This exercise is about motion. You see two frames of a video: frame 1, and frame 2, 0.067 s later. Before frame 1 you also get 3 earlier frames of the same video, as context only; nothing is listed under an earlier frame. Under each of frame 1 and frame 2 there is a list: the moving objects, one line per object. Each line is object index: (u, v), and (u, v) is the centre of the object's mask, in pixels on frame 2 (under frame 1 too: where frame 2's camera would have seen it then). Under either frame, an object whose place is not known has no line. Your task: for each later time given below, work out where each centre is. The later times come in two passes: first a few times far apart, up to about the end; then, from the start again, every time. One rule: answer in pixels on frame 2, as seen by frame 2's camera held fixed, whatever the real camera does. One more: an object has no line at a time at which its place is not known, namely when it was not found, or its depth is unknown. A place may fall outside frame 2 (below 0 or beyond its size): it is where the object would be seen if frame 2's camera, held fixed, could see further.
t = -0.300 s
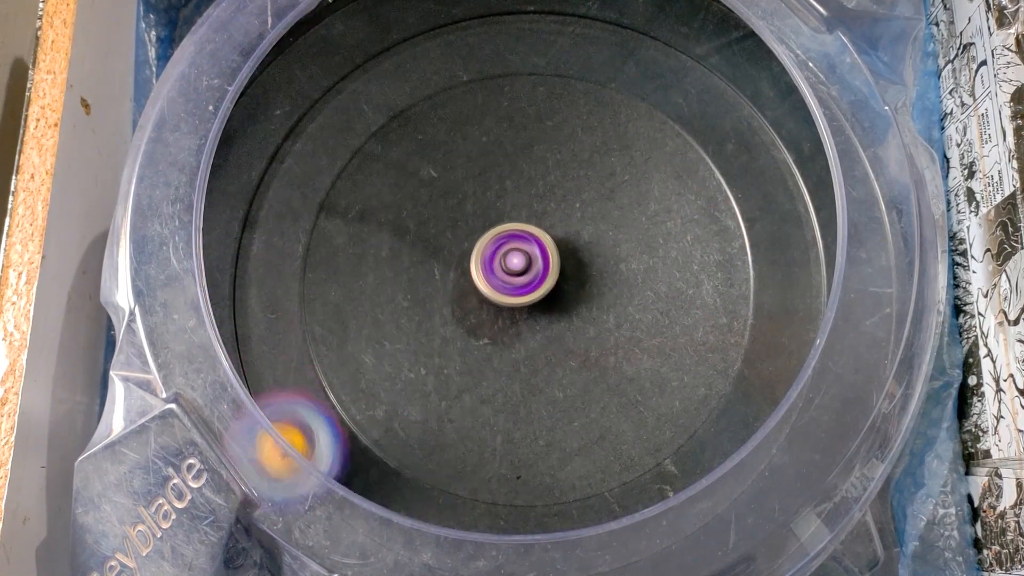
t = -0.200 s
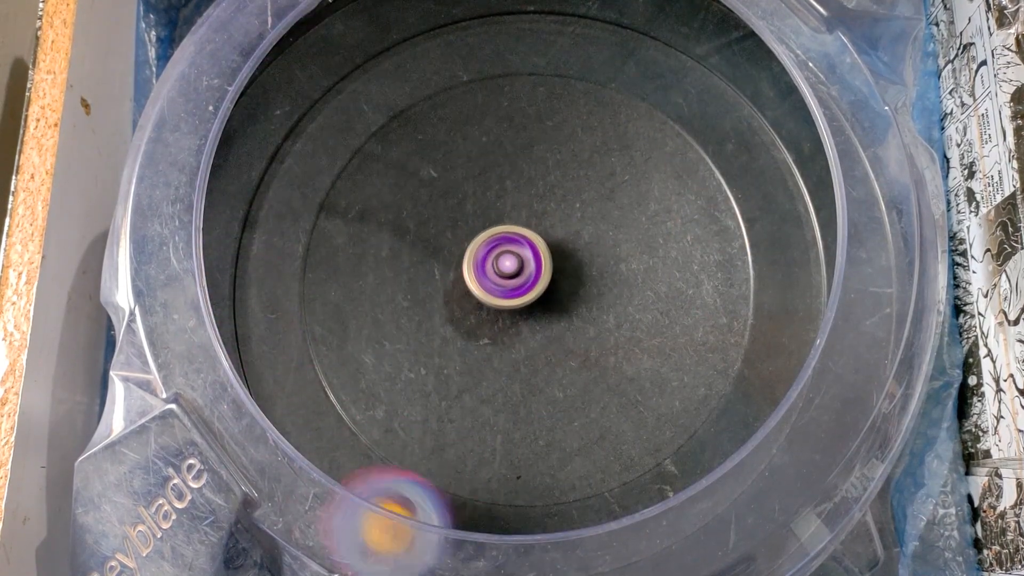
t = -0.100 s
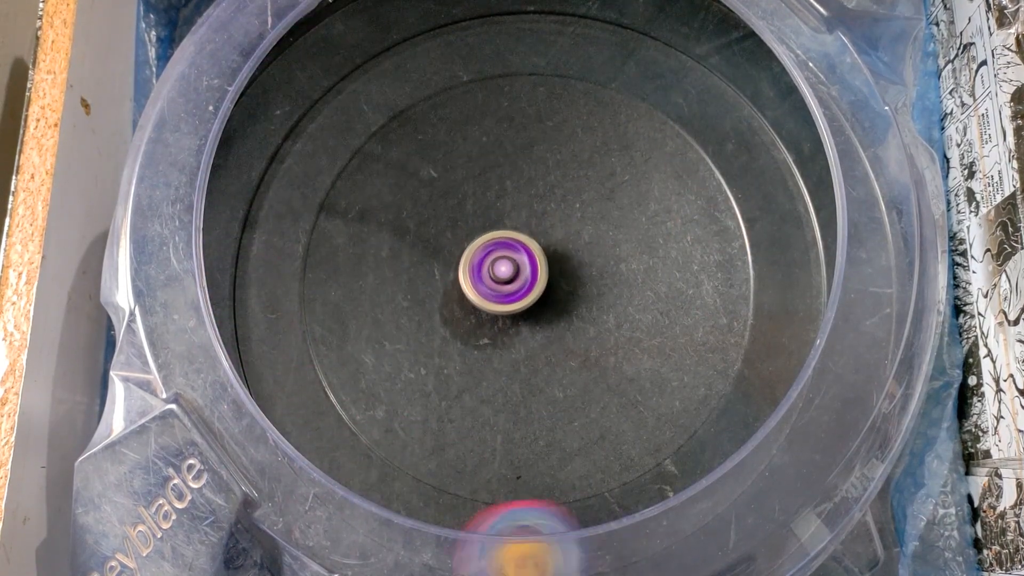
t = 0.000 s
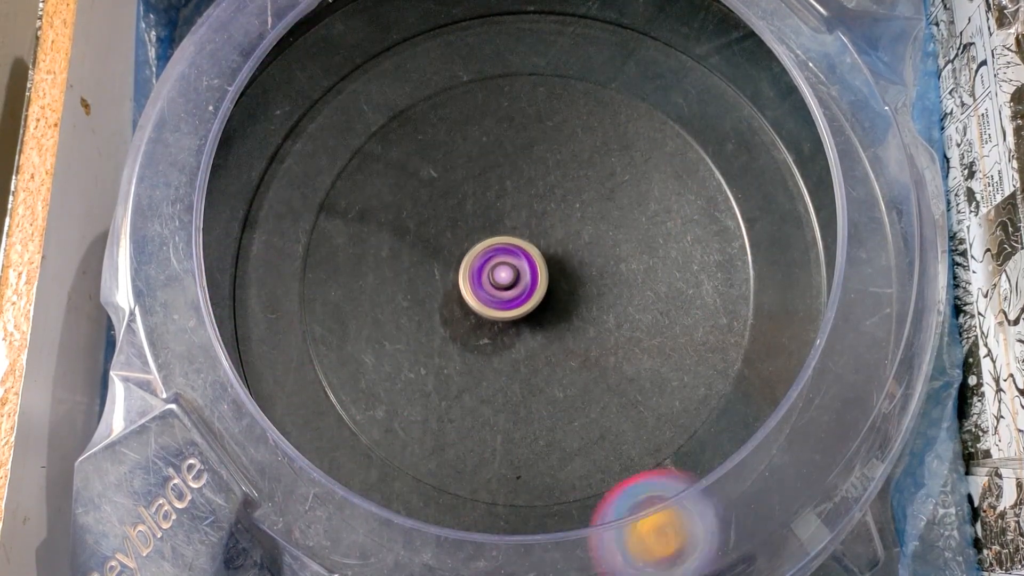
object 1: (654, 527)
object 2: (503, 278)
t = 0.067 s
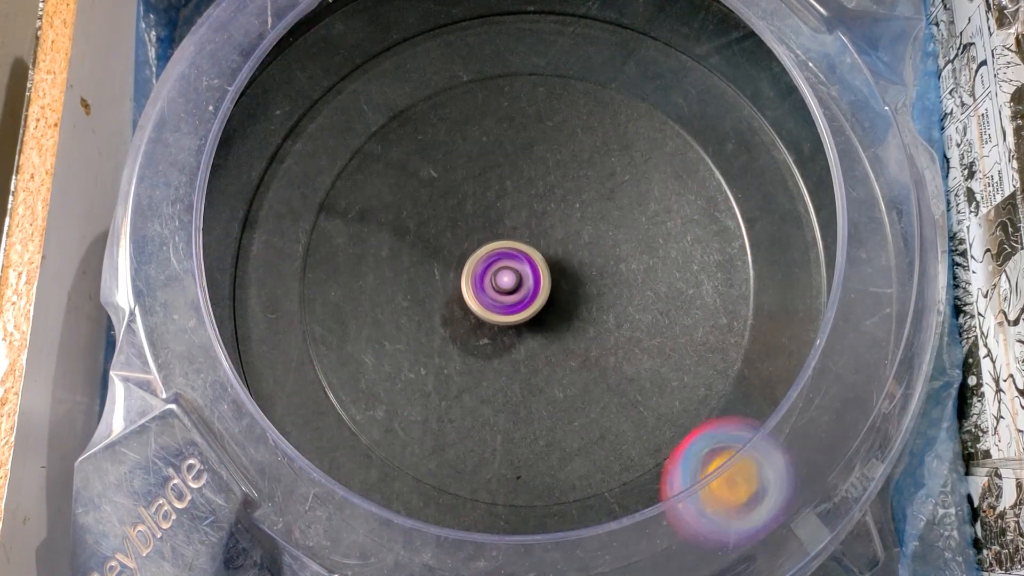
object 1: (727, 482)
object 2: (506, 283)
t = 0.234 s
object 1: (813, 303)
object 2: (519, 284)
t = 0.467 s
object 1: (724, 99)
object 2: (525, 265)
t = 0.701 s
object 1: (520, 28)
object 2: (508, 269)
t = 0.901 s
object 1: (342, 68)
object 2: (517, 283)
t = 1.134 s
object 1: (244, 258)
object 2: (531, 272)
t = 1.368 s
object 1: (315, 476)
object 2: (516, 265)
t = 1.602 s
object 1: (537, 537)
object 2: (520, 286)
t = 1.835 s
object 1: (708, 415)
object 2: (535, 278)
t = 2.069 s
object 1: (667, 169)
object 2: (522, 267)
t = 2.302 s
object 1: (398, 103)
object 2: (513, 288)
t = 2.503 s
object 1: (274, 258)
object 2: (532, 292)
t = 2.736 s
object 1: (294, 396)
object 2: (530, 274)
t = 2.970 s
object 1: (441, 461)
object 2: (509, 278)
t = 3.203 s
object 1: (680, 300)
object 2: (517, 296)
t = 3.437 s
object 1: (564, 62)
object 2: (528, 282)
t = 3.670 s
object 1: (364, 47)
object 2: (515, 268)
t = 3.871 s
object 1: (280, 151)
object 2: (502, 280)
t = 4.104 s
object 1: (287, 285)
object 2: (516, 290)
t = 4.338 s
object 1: (486, 419)
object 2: (524, 271)
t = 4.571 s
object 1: (704, 216)
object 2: (503, 272)
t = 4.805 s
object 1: (526, 63)
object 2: (512, 285)
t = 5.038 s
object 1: (338, 210)
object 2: (528, 271)
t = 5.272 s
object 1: (440, 441)
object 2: (510, 265)
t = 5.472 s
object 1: (669, 418)
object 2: (513, 282)
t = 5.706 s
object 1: (694, 176)
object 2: (534, 276)
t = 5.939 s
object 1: (457, 117)
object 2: (525, 263)
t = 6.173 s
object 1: (333, 313)
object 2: (512, 283)
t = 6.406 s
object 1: (508, 460)
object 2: (532, 288)
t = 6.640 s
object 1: (673, 290)
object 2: (532, 274)
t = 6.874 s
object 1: (514, 130)
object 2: (514, 275)
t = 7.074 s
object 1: (366, 221)
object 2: (516, 293)
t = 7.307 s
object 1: (473, 382)
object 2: (529, 283)
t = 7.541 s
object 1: (622, 252)
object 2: (515, 272)
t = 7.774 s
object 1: (474, 188)
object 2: (507, 287)
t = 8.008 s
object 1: (436, 304)
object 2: (562, 295)
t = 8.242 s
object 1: (521, 336)
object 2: (577, 238)
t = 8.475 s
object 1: (529, 335)
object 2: (517, 231)
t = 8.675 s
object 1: (539, 356)
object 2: (482, 264)
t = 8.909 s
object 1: (590, 360)
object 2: (483, 278)
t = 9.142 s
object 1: (613, 313)
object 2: (515, 268)
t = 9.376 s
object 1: (579, 273)
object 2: (482, 294)
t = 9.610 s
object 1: (573, 255)
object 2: (485, 341)
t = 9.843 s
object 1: (523, 259)
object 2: (541, 375)
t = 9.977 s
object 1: (495, 263)
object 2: (572, 368)
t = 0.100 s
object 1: (756, 450)
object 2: (508, 284)
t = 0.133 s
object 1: (779, 414)
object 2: (511, 285)
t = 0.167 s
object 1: (797, 378)
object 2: (513, 285)
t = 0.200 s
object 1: (807, 342)
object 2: (516, 285)
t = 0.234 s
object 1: (813, 303)
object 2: (519, 284)
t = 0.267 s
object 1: (810, 265)
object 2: (522, 282)
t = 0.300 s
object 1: (798, 230)
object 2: (524, 280)
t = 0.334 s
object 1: (791, 199)
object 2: (525, 277)
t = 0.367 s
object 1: (781, 170)
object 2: (526, 275)
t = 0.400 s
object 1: (766, 144)
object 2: (526, 272)
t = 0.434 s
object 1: (747, 121)
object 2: (526, 268)
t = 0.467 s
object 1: (724, 99)
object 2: (525, 265)
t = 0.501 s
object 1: (699, 80)
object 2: (522, 263)
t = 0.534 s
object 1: (672, 62)
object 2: (520, 262)
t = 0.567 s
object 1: (645, 48)
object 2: (517, 263)
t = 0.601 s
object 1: (614, 40)
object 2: (514, 263)
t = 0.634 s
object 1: (585, 34)
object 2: (511, 265)
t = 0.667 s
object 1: (552, 30)
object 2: (509, 267)
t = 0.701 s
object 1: (520, 28)
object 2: (508, 269)
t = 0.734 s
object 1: (489, 27)
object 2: (508, 272)
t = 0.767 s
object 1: (455, 28)
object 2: (509, 275)
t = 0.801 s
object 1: (424, 30)
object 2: (510, 277)
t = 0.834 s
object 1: (394, 36)
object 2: (512, 279)
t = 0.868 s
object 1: (367, 49)
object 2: (514, 281)
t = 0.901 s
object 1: (342, 68)
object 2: (517, 283)
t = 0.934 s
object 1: (318, 88)
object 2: (520, 283)
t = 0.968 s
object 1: (295, 111)
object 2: (522, 283)
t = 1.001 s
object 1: (276, 137)
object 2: (525, 282)
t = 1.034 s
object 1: (262, 166)
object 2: (527, 279)
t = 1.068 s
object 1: (253, 196)
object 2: (529, 277)
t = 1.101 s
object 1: (246, 228)
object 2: (530, 275)
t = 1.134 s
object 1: (244, 258)
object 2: (531, 272)
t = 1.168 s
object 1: (246, 291)
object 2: (530, 269)
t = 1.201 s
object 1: (251, 322)
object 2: (530, 267)
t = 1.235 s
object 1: (262, 353)
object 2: (528, 265)
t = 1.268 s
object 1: (260, 392)
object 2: (525, 263)
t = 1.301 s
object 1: (275, 423)
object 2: (523, 262)
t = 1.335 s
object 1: (292, 448)
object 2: (520, 263)
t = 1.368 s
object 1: (315, 476)
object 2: (516, 265)
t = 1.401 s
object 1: (341, 500)
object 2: (513, 268)
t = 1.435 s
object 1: (370, 519)
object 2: (512, 272)
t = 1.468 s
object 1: (404, 529)
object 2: (512, 275)
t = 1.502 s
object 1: (439, 535)
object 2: (513, 278)
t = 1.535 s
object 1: (474, 539)
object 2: (515, 281)
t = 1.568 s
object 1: (507, 539)
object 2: (517, 284)
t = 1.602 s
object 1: (537, 537)
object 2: (520, 286)
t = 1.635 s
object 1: (567, 533)
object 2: (524, 287)
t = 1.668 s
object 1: (597, 526)
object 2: (527, 286)
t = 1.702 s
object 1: (624, 514)
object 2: (529, 285)
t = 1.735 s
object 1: (650, 493)
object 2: (531, 284)
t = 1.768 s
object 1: (672, 472)
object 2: (533, 282)
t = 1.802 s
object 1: (694, 445)
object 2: (534, 280)
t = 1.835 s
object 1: (708, 415)
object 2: (535, 278)
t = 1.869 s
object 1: (725, 389)
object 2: (536, 276)
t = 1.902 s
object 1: (735, 358)
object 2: (535, 273)
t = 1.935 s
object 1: (734, 319)
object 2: (534, 271)
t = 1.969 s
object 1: (726, 279)
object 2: (533, 270)
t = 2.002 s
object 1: (714, 241)
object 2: (530, 268)
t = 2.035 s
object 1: (693, 204)
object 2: (526, 267)
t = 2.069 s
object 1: (667, 169)
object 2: (522, 267)
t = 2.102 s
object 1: (633, 140)
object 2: (518, 268)
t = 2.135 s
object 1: (594, 115)
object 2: (514, 271)
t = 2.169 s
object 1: (555, 99)
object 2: (512, 274)
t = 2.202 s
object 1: (514, 90)
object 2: (512, 278)
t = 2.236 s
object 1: (473, 86)
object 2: (511, 281)
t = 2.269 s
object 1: (434, 91)
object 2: (512, 285)
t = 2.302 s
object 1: (398, 103)
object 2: (513, 288)
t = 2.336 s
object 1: (365, 122)
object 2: (515, 291)
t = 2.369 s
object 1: (338, 148)
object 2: (518, 293)
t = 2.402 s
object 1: (315, 179)
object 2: (522, 294)
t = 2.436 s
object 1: (297, 208)
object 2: (525, 294)
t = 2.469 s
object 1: (283, 234)
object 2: (529, 293)
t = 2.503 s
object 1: (274, 258)
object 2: (532, 292)
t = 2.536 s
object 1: (268, 280)
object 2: (534, 289)
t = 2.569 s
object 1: (265, 301)
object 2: (535, 286)
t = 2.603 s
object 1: (267, 321)
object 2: (535, 284)
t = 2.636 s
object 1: (271, 341)
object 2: (534, 281)
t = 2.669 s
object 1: (274, 362)
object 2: (534, 279)
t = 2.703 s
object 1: (282, 380)
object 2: (532, 276)
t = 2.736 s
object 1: (294, 396)
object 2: (530, 274)
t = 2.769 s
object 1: (308, 411)
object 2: (527, 272)
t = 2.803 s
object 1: (323, 425)
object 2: (523, 271)
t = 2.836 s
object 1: (340, 436)
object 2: (520, 270)
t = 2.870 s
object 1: (360, 446)
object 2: (517, 271)
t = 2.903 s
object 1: (383, 453)
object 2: (514, 272)
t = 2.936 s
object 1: (409, 459)
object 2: (511, 275)
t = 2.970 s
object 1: (441, 461)
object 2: (509, 278)
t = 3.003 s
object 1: (479, 456)
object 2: (508, 282)
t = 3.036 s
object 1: (518, 447)
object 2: (507, 285)
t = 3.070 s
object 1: (558, 432)
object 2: (508, 288)
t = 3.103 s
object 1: (598, 409)
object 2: (510, 291)
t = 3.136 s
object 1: (633, 380)
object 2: (512, 294)
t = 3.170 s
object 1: (661, 343)
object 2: (514, 295)
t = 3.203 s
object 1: (680, 300)
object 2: (517, 296)
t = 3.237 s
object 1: (690, 258)
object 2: (520, 296)
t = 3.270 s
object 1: (688, 214)
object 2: (523, 295)
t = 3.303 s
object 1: (676, 173)
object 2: (525, 294)
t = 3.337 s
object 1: (656, 135)
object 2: (527, 291)
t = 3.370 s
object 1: (630, 104)
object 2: (529, 288)
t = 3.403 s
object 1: (599, 79)
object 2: (529, 285)
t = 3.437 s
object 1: (564, 62)
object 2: (528, 282)
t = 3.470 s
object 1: (527, 53)
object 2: (527, 278)
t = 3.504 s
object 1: (490, 48)
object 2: (526, 275)
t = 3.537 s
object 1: (461, 44)
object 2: (523, 272)
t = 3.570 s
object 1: (434, 41)
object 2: (521, 270)
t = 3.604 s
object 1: (410, 40)
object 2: (518, 269)
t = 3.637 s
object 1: (385, 41)
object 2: (518, 267)
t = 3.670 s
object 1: (364, 47)
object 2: (515, 268)
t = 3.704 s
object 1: (346, 63)
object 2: (512, 269)
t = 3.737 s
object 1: (329, 84)
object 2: (509, 271)
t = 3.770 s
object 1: (313, 101)
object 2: (506, 273)
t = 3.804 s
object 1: (300, 117)
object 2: (505, 275)
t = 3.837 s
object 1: (289, 133)
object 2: (503, 277)
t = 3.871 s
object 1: (280, 151)
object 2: (502, 280)
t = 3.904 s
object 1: (273, 168)
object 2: (502, 282)
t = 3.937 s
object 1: (269, 186)
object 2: (502, 285)
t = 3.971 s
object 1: (268, 206)
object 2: (504, 287)
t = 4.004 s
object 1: (268, 226)
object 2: (506, 289)
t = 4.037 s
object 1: (272, 245)
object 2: (509, 290)
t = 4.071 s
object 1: (278, 265)
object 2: (513, 291)
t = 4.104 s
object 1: (287, 285)
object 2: (516, 290)
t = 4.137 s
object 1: (299, 305)
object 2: (518, 289)
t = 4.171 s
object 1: (317, 326)
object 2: (520, 286)
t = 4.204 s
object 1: (341, 350)
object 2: (523, 284)
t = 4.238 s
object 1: (369, 371)
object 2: (524, 281)
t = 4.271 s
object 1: (402, 391)
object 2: (524, 278)
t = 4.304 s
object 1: (443, 410)
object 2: (524, 275)
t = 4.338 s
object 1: (486, 419)
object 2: (524, 271)
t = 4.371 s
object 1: (530, 420)
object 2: (522, 268)
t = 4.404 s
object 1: (575, 410)
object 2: (520, 266)
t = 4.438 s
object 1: (617, 392)
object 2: (516, 265)
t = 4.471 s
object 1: (651, 366)
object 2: (512, 265)
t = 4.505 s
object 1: (678, 334)
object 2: (509, 265)
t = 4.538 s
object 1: (696, 296)
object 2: (506, 267)
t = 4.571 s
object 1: (704, 216)
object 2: (503, 272)
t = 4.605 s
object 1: (695, 178)
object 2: (502, 274)
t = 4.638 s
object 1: (679, 144)
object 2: (502, 276)
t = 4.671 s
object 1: (656, 116)
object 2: (503, 279)
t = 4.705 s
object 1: (628, 93)
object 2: (505, 281)
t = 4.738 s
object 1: (596, 76)
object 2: (507, 282)
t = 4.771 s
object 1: (562, 66)
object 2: (509, 284)
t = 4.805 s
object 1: (526, 63)
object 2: (512, 285)
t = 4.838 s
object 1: (491, 67)
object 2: (515, 285)
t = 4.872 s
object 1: (457, 76)
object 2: (519, 284)
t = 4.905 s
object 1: (425, 93)
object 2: (522, 283)
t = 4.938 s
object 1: (396, 116)
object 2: (524, 281)
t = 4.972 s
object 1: (371, 143)
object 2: (526, 278)
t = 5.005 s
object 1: (352, 175)
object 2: (527, 275)
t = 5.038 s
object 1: (338, 210)
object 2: (528, 271)
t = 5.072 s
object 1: (330, 247)
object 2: (527, 267)
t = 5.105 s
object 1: (330, 285)
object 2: (525, 264)
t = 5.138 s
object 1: (338, 322)
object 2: (523, 262)
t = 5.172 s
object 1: (354, 358)
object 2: (520, 262)
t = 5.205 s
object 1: (377, 391)
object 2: (516, 262)
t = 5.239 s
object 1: (405, 418)
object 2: (513, 263)
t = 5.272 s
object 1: (440, 441)
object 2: (510, 265)
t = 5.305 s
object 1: (480, 456)
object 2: (509, 268)
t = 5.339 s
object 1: (521, 464)
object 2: (508, 271)
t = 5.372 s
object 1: (560, 463)
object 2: (508, 274)
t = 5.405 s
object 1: (600, 456)
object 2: (509, 277)
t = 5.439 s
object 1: (637, 440)
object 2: (511, 280)
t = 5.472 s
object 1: (669, 418)
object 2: (513, 282)
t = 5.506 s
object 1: (697, 387)
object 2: (516, 284)
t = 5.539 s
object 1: (715, 352)
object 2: (520, 285)
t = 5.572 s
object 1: (726, 316)
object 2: (524, 285)
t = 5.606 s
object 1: (730, 279)
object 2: (527, 284)
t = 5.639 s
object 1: (726, 243)
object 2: (530, 281)
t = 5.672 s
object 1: (713, 207)
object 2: (532, 279)
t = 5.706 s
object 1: (694, 176)
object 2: (534, 276)
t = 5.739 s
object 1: (668, 150)
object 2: (535, 274)
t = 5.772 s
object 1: (638, 128)
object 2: (535, 272)
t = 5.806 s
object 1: (605, 113)
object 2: (534, 269)
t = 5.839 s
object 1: (567, 103)
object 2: (532, 267)
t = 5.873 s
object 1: (530, 102)
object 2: (531, 265)
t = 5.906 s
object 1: (493, 106)
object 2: (528, 264)
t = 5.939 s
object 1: (457, 117)
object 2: (525, 263)
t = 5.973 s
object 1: (424, 134)
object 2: (522, 263)
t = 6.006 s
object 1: (395, 155)
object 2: (518, 264)
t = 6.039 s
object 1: (371, 183)
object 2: (514, 267)
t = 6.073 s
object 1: (352, 213)
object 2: (512, 271)
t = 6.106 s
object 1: (339, 246)
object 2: (511, 275)
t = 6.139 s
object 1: (332, 279)
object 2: (512, 279)
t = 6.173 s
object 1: (333, 313)
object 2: (512, 283)
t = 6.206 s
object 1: (340, 347)
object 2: (514, 286)
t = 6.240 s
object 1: (356, 378)
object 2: (517, 288)
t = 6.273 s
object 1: (376, 406)
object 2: (520, 290)
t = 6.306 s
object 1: (404, 429)
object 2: (523, 291)
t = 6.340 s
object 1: (436, 446)
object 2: (526, 291)
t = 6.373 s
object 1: (471, 456)
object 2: (529, 290)
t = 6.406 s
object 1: (508, 460)
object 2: (532, 288)
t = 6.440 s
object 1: (544, 455)
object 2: (533, 287)
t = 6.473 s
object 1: (580, 443)
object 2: (535, 284)
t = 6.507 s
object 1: (613, 423)
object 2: (535, 282)
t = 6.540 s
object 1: (640, 397)
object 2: (536, 280)
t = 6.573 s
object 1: (658, 364)
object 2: (535, 278)
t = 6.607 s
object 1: (671, 329)
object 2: (534, 275)
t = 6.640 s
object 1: (673, 290)
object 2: (532, 274)
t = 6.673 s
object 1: (669, 254)
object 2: (530, 272)
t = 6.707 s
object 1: (655, 220)
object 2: (527, 271)
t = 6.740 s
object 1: (635, 189)
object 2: (524, 270)
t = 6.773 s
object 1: (609, 166)
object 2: (520, 270)
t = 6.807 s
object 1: (580, 147)
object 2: (517, 271)
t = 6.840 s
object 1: (549, 136)
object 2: (515, 273)
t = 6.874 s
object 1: (514, 130)
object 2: (514, 275)
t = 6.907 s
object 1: (482, 131)
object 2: (512, 278)
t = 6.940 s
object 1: (451, 139)
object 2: (511, 282)
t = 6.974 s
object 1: (422, 151)
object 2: (511, 285)
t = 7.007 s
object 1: (398, 170)
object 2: (511, 288)
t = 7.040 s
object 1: (380, 194)
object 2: (513, 291)
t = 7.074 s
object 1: (366, 221)
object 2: (516, 293)
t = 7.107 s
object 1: (359, 251)
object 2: (518, 294)
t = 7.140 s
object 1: (360, 280)
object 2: (522, 294)
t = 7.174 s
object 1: (369, 309)
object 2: (525, 294)
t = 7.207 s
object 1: (386, 338)
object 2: (527, 292)
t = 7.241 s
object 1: (410, 359)
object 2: (529, 289)
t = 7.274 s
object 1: (439, 374)
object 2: (529, 286)
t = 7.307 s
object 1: (473, 382)
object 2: (529, 283)
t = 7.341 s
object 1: (507, 382)
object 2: (528, 279)
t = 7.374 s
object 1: (539, 374)
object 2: (526, 276)
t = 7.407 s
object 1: (569, 360)
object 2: (524, 274)
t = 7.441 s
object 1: (595, 338)
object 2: (522, 272)
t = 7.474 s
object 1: (613, 311)
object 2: (520, 271)
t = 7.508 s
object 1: (622, 282)
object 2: (517, 271)
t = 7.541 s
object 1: (622, 252)
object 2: (515, 272)
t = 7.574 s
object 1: (613, 225)
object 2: (512, 274)
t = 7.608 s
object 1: (597, 202)
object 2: (509, 276)
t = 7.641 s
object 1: (576, 185)
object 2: (507, 278)
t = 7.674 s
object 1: (551, 176)
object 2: (507, 281)
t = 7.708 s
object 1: (523, 172)
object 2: (506, 282)
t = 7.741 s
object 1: (498, 177)
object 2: (506, 285)
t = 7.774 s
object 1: (474, 188)
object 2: (507, 287)
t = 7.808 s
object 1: (455, 204)
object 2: (510, 289)
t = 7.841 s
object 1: (443, 224)
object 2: (512, 290)
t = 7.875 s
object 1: (435, 243)
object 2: (518, 293)
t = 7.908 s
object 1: (433, 264)
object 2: (524, 294)
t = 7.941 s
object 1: (428, 277)
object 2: (540, 298)
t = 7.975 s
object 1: (428, 290)
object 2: (554, 299)
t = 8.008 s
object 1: (436, 304)
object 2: (562, 295)
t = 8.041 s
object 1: (450, 316)
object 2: (568, 289)
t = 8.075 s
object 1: (467, 325)
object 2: (572, 283)
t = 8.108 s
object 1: (486, 329)
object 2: (574, 276)
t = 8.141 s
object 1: (504, 331)
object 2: (575, 269)
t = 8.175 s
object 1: (518, 330)
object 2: (577, 260)
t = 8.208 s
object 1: (522, 331)
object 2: (578, 248)
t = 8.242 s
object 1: (521, 336)
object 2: (577, 238)
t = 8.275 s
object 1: (524, 335)
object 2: (570, 232)
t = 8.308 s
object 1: (527, 334)
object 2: (561, 230)
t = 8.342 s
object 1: (530, 334)
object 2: (552, 230)
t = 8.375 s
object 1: (533, 331)
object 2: (543, 231)
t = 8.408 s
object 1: (536, 327)
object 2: (534, 235)
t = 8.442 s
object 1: (533, 329)
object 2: (526, 233)
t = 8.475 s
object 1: (529, 335)
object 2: (517, 231)
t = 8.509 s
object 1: (527, 339)
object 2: (509, 235)
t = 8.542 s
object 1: (526, 342)
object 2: (502, 242)
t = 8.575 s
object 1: (527, 344)
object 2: (497, 250)
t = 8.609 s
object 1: (529, 343)
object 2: (492, 259)
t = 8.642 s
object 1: (533, 348)
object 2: (487, 263)
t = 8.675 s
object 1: (539, 356)
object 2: (482, 264)
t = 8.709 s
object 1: (544, 360)
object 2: (481, 267)
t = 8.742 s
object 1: (550, 361)
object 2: (484, 274)
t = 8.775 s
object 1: (556, 360)
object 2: (486, 282)
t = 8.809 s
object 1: (563, 357)
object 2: (488, 291)
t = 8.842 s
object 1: (567, 349)
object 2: (490, 298)
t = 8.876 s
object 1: (577, 352)
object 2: (485, 289)
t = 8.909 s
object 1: (590, 360)
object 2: (483, 278)
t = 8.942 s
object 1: (600, 365)
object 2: (484, 270)
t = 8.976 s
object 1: (609, 365)
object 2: (492, 262)
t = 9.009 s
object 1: (617, 360)
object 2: (501, 258)
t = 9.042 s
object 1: (623, 352)
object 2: (510, 257)
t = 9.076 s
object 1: (624, 342)
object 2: (515, 259)
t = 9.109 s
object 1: (621, 329)
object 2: (516, 263)
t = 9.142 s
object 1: (613, 313)
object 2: (515, 268)
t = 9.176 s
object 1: (602, 300)
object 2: (512, 273)
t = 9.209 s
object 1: (600, 293)
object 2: (502, 274)
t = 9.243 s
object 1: (601, 289)
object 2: (489, 274)
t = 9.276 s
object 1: (600, 284)
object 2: (482, 277)
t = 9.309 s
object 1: (597, 279)
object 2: (479, 281)
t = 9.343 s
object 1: (589, 276)
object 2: (479, 287)
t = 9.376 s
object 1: (579, 273)
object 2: (482, 294)
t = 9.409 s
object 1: (582, 271)
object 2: (474, 301)
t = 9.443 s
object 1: (588, 269)
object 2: (463, 310)
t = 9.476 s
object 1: (590, 265)
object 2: (459, 316)
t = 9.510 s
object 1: (590, 260)
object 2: (460, 321)
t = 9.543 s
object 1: (588, 256)
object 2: (467, 328)
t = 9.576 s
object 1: (582, 254)
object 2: (475, 335)
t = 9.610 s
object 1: (573, 255)
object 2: (485, 341)
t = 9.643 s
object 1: (563, 259)
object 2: (494, 346)
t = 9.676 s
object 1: (553, 263)
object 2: (504, 350)
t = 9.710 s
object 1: (549, 260)
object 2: (507, 360)
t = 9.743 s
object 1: (542, 260)
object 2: (514, 364)
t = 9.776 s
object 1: (536, 263)
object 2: (523, 365)
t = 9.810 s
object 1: (529, 265)
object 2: (533, 367)
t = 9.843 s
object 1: (523, 259)
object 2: (541, 375)
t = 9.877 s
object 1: (516, 256)
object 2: (549, 377)
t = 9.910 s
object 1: (509, 256)
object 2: (556, 375)
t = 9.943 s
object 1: (501, 258)
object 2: (565, 372)
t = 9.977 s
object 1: (495, 263)
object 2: (572, 368)
